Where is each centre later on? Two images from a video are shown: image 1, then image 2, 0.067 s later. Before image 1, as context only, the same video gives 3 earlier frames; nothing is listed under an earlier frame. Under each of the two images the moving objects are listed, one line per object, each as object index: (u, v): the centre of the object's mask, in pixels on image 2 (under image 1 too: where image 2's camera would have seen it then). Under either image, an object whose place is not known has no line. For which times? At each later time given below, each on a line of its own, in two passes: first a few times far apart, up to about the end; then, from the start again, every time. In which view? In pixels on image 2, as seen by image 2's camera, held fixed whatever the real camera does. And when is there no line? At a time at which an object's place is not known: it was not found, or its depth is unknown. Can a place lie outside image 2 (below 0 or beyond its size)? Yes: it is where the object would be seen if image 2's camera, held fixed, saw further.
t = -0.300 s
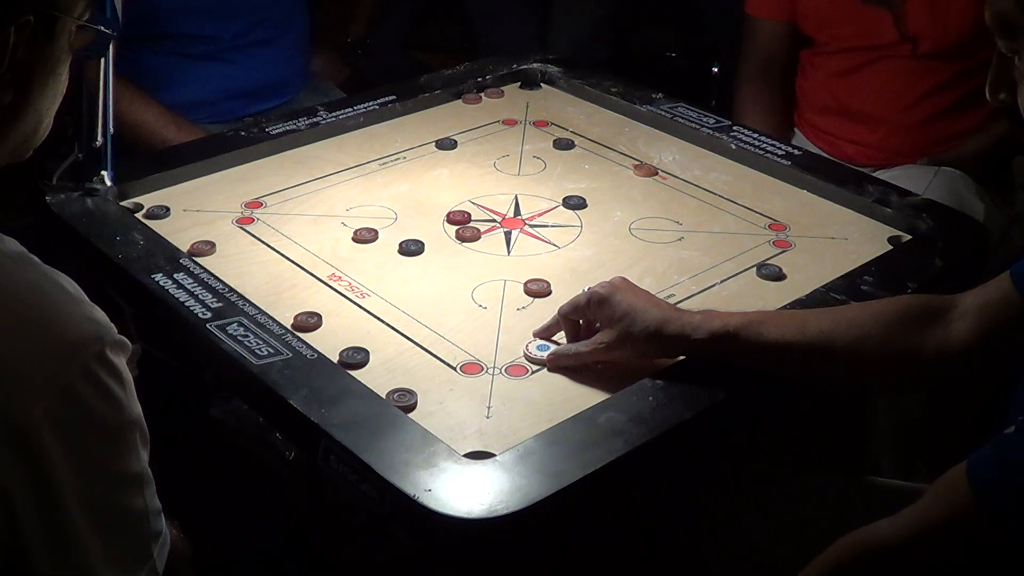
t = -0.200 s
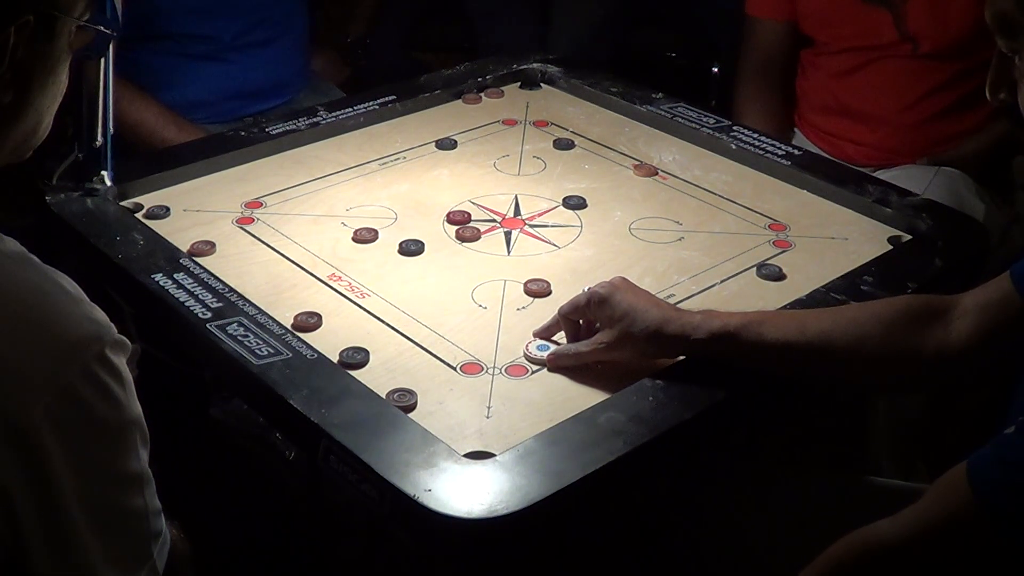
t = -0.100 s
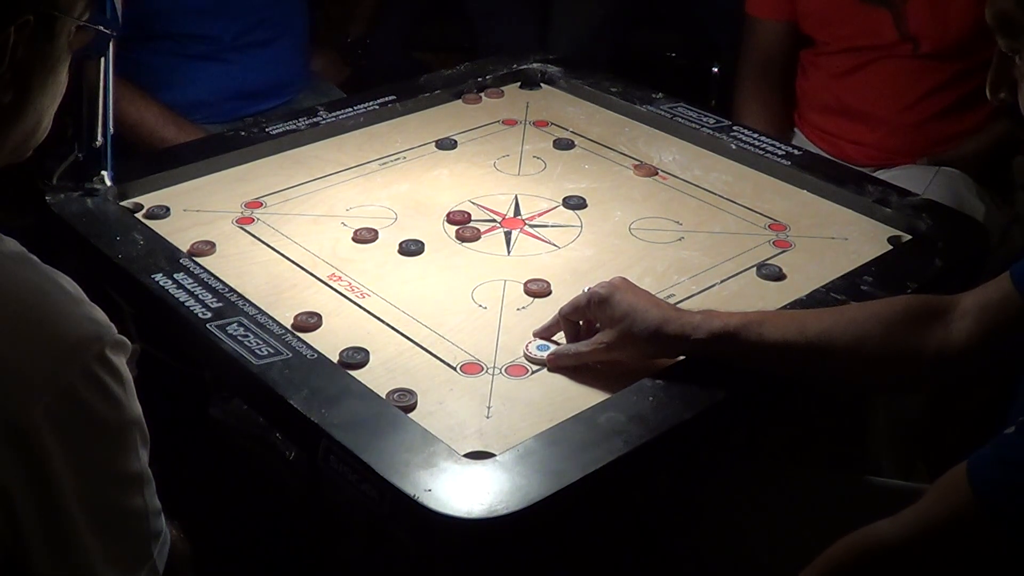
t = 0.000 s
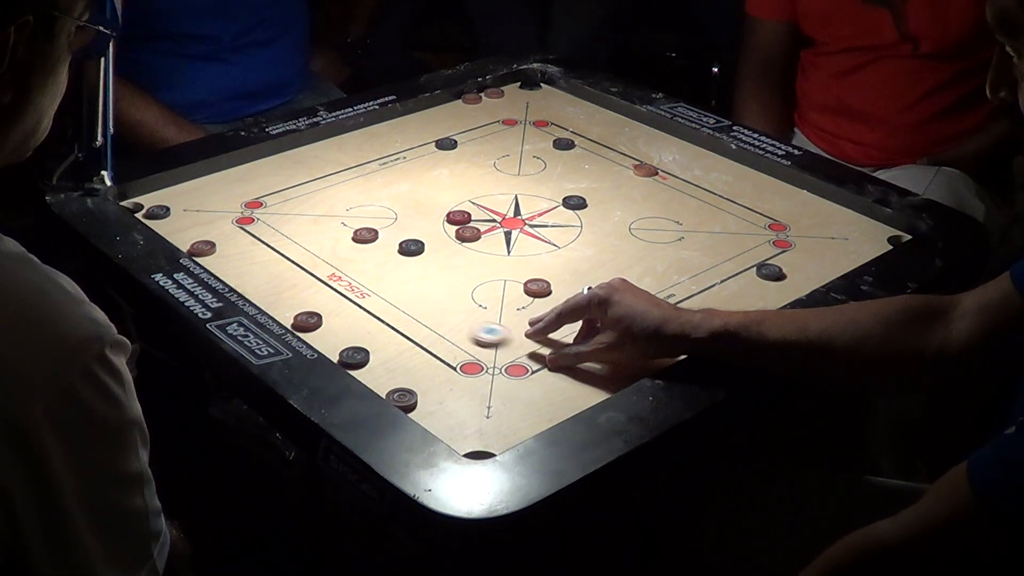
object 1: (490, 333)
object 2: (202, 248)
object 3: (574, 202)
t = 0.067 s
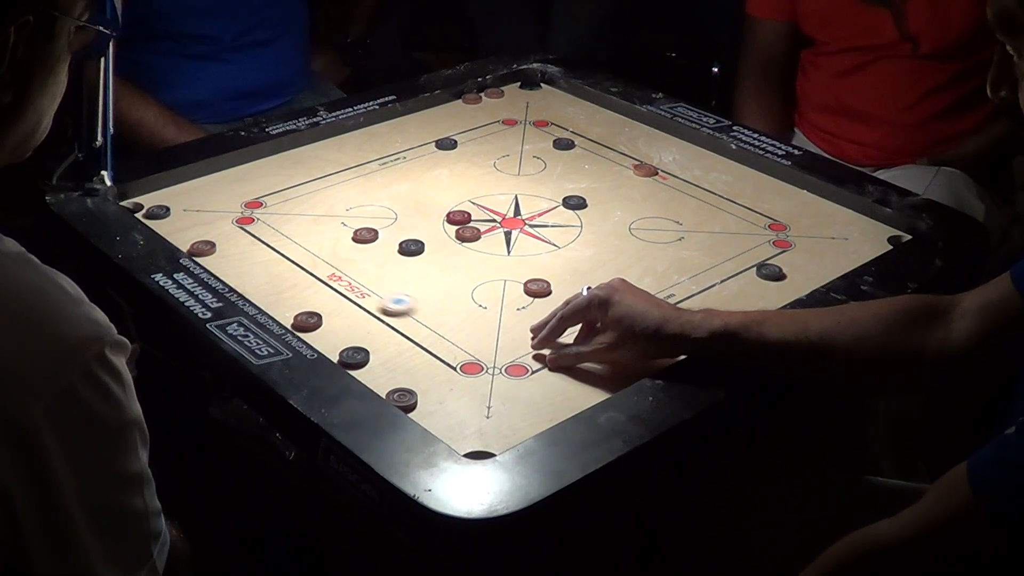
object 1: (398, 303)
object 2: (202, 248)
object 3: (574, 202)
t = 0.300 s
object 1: (197, 229)
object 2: (189, 206)
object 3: (574, 202)
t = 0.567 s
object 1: (169, 201)
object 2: (385, 190)
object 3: (574, 202)
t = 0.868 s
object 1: (163, 196)
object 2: (554, 205)
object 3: (597, 201)
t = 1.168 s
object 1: (163, 196)
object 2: (561, 212)
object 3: (651, 199)
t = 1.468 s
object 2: (561, 212)
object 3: (651, 199)
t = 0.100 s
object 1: (356, 289)
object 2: (202, 248)
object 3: (574, 202)
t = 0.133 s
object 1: (316, 277)
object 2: (202, 248)
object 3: (574, 202)
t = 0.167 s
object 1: (279, 264)
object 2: (202, 248)
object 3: (574, 202)
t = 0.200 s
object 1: (244, 253)
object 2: (202, 248)
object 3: (574, 202)
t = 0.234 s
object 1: (223, 244)
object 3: (574, 202)
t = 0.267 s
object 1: (210, 236)
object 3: (574, 202)
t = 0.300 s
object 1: (197, 229)
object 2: (189, 206)
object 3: (574, 202)
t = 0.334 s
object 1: (186, 222)
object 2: (195, 190)
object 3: (574, 202)
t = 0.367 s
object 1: (178, 217)
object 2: (211, 181)
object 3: (574, 202)
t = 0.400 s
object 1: (176, 213)
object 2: (242, 182)
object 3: (574, 202)
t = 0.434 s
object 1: (174, 209)
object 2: (272, 182)
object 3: (574, 202)
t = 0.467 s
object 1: (172, 207)
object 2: (301, 185)
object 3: (574, 202)
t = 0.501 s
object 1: (170, 204)
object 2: (330, 187)
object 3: (574, 202)
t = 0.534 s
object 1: (169, 202)
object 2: (358, 189)
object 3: (574, 202)
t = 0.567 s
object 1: (169, 201)
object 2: (385, 190)
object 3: (574, 202)
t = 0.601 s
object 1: (167, 199)
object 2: (410, 192)
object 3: (574, 202)
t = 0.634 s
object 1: (166, 198)
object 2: (435, 194)
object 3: (574, 202)
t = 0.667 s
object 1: (165, 197)
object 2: (458, 195)
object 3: (574, 202)
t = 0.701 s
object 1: (164, 196)
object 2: (481, 197)
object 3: (574, 202)
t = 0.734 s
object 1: (163, 196)
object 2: (502, 199)
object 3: (574, 202)
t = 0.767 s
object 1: (164, 196)
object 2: (523, 200)
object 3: (574, 202)
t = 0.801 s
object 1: (163, 196)
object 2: (542, 201)
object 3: (574, 202)
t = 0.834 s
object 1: (163, 196)
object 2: (551, 203)
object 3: (583, 202)
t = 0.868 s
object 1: (163, 196)
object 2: (554, 205)
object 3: (597, 201)
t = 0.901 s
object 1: (163, 196)
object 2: (556, 207)
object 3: (609, 201)
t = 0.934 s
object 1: (163, 196)
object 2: (558, 208)
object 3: (619, 200)
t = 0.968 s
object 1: (163, 196)
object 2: (560, 210)
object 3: (628, 200)
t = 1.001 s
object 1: (163, 196)
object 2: (560, 211)
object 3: (635, 200)
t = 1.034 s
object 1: (163, 196)
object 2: (561, 212)
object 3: (642, 199)
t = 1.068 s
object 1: (163, 196)
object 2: (561, 212)
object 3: (646, 199)
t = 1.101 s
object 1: (163, 196)
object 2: (561, 212)
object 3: (649, 199)
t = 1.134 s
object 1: (163, 196)
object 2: (561, 212)
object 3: (650, 199)
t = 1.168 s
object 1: (163, 196)
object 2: (561, 212)
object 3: (651, 199)
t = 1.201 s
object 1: (163, 196)
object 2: (561, 212)
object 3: (651, 199)
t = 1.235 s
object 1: (163, 196)
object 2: (561, 212)
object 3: (651, 199)
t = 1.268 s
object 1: (163, 196)
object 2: (561, 212)
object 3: (651, 199)
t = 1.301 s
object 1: (163, 196)
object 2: (561, 212)
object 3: (651, 199)
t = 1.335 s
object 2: (561, 212)
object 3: (651, 199)
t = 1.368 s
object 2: (561, 212)
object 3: (651, 199)
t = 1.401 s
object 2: (561, 212)
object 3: (651, 199)
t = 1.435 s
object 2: (561, 212)
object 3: (651, 199)
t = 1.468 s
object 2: (561, 212)
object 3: (651, 199)
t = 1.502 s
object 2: (561, 212)
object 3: (651, 199)
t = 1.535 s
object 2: (561, 212)
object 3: (651, 199)
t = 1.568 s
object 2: (561, 212)
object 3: (651, 199)
